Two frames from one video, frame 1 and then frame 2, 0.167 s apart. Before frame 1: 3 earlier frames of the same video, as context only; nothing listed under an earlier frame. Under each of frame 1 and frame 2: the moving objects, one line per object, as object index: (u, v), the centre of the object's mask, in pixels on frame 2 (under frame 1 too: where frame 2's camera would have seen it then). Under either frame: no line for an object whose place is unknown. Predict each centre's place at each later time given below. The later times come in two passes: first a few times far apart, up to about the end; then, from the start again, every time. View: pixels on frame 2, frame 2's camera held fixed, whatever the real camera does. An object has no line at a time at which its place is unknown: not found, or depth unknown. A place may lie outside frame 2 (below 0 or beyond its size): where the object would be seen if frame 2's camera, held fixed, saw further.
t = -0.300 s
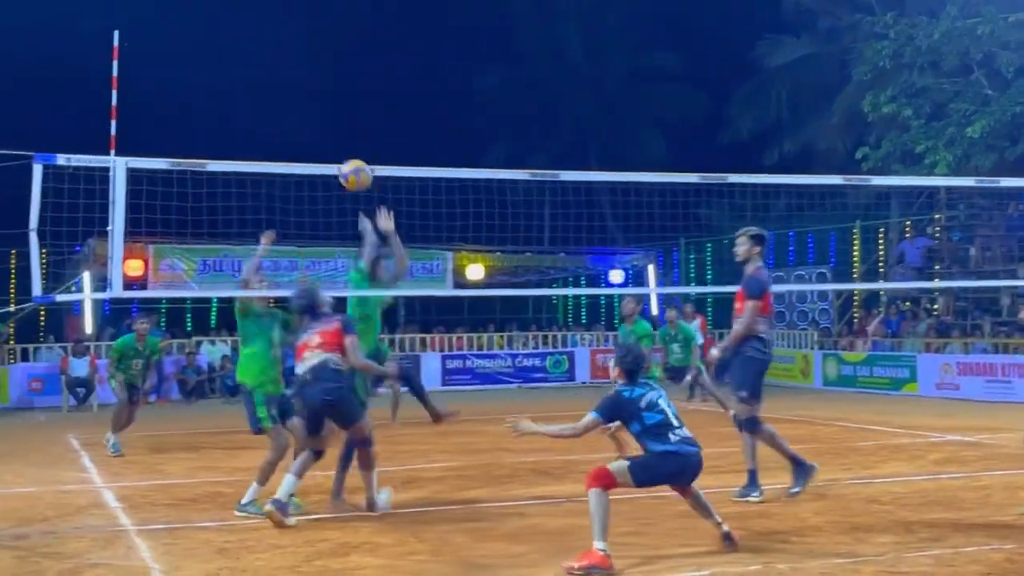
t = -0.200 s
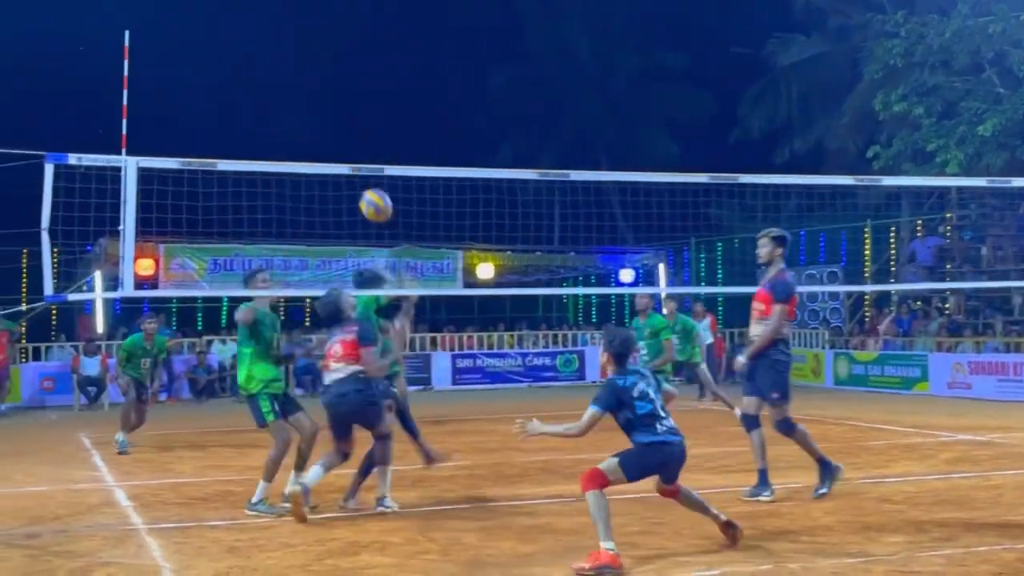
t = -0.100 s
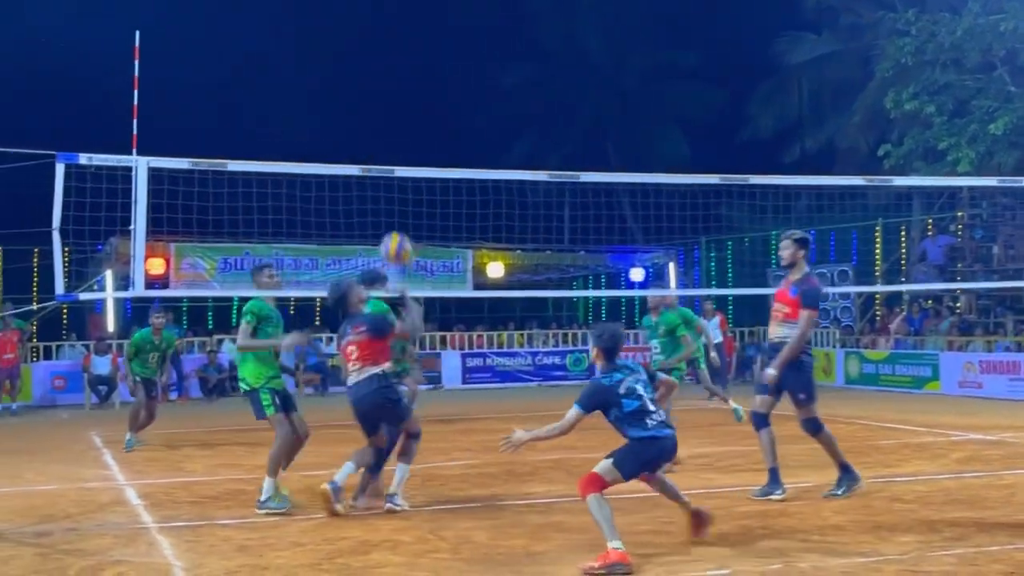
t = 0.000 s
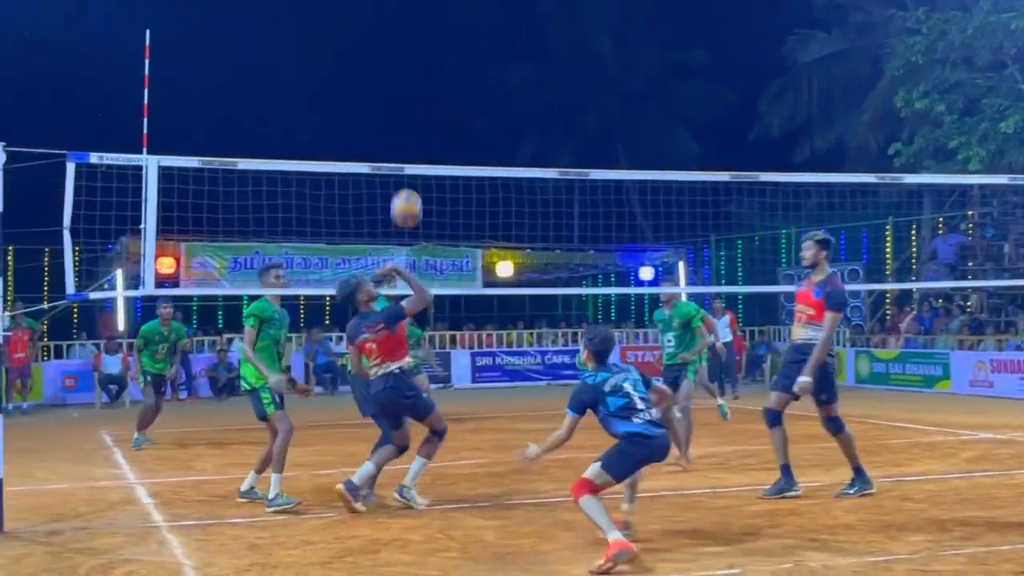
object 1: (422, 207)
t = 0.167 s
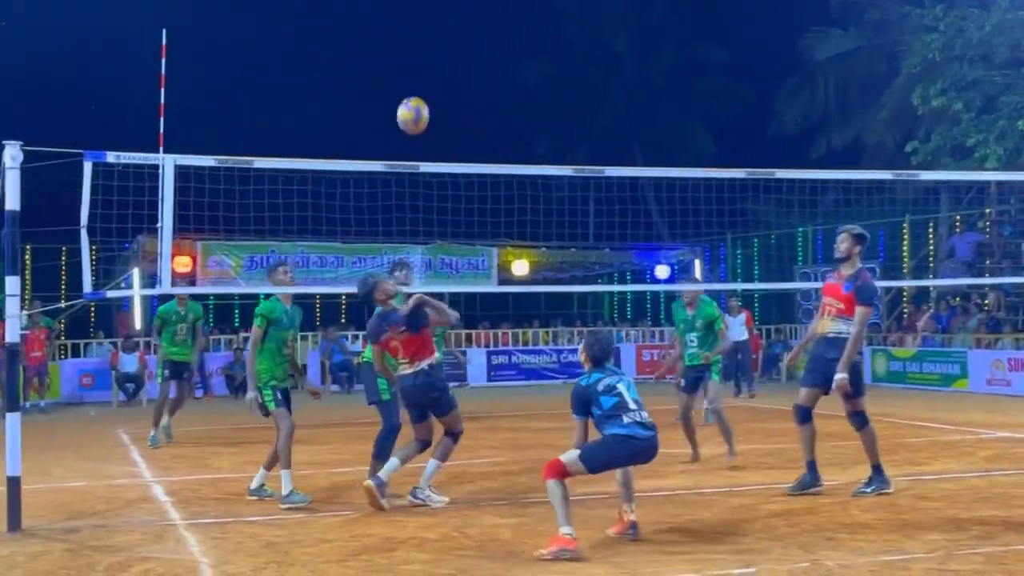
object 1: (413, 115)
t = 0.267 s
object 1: (409, 77)
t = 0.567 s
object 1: (398, 53)
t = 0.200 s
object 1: (412, 101)
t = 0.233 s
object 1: (410, 88)
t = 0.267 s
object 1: (409, 77)
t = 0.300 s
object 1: (408, 69)
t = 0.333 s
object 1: (407, 61)
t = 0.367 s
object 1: (405, 55)
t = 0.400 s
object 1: (404, 51)
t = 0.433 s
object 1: (402, 48)
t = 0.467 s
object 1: (401, 47)
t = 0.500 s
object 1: (400, 47)
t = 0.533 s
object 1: (399, 49)
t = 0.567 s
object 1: (398, 53)
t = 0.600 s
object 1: (397, 58)
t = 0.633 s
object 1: (396, 65)
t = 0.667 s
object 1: (395, 74)
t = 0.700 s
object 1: (394, 85)
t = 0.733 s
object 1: (393, 98)
